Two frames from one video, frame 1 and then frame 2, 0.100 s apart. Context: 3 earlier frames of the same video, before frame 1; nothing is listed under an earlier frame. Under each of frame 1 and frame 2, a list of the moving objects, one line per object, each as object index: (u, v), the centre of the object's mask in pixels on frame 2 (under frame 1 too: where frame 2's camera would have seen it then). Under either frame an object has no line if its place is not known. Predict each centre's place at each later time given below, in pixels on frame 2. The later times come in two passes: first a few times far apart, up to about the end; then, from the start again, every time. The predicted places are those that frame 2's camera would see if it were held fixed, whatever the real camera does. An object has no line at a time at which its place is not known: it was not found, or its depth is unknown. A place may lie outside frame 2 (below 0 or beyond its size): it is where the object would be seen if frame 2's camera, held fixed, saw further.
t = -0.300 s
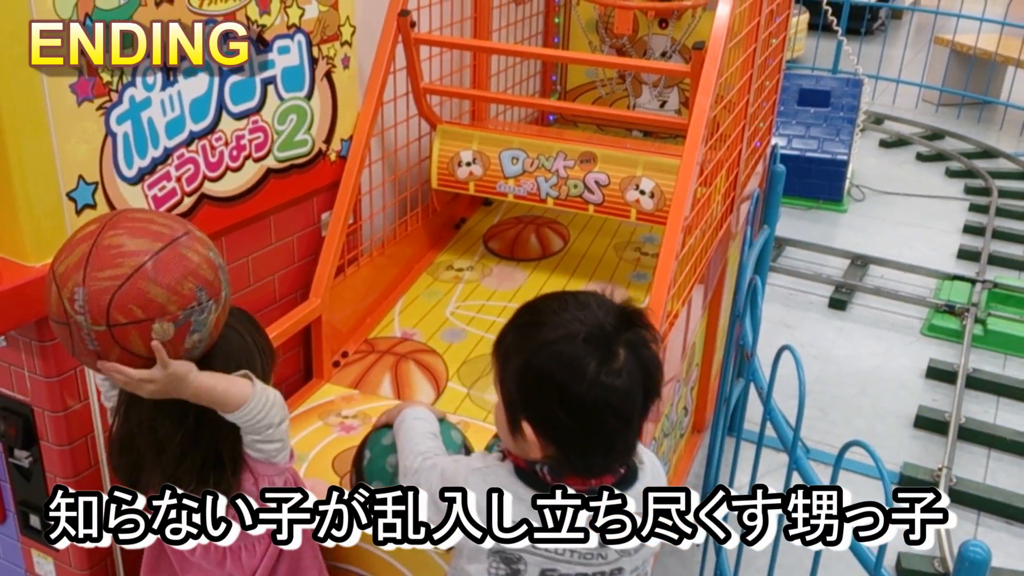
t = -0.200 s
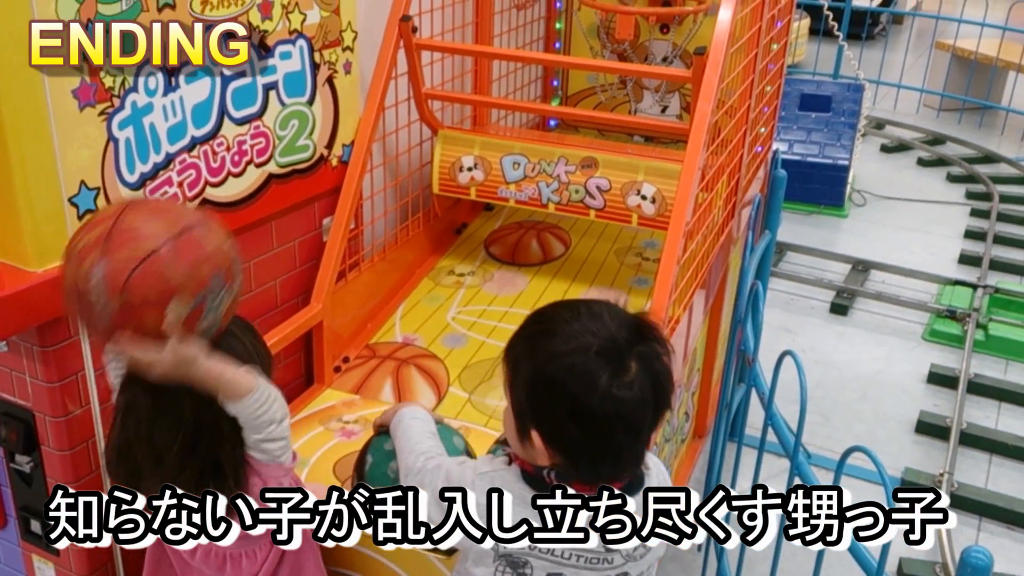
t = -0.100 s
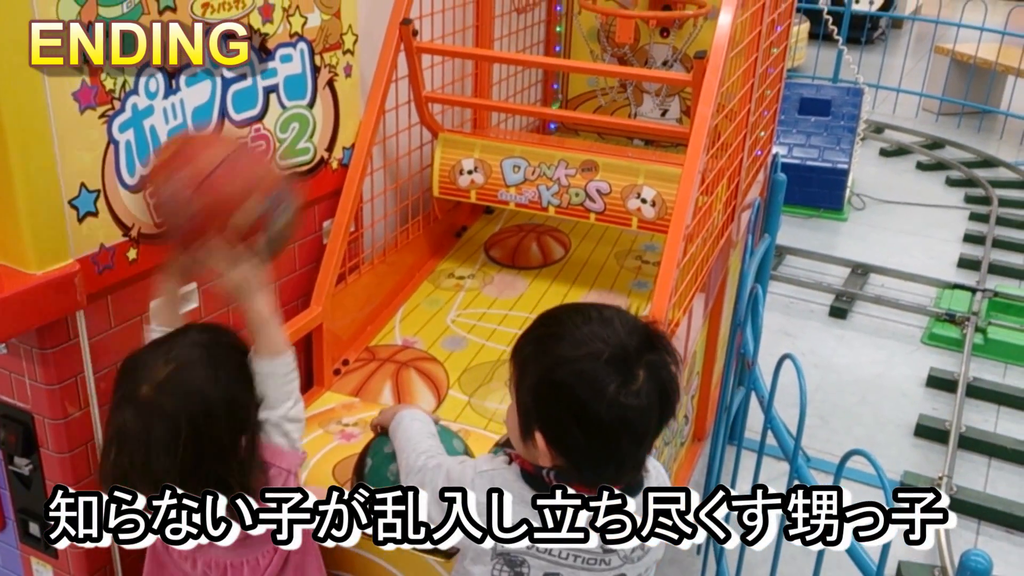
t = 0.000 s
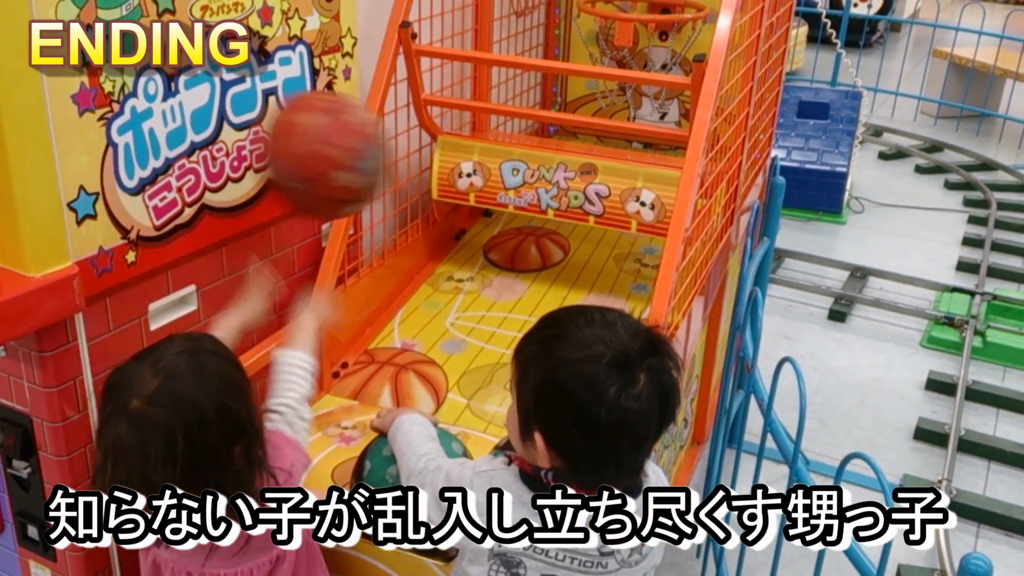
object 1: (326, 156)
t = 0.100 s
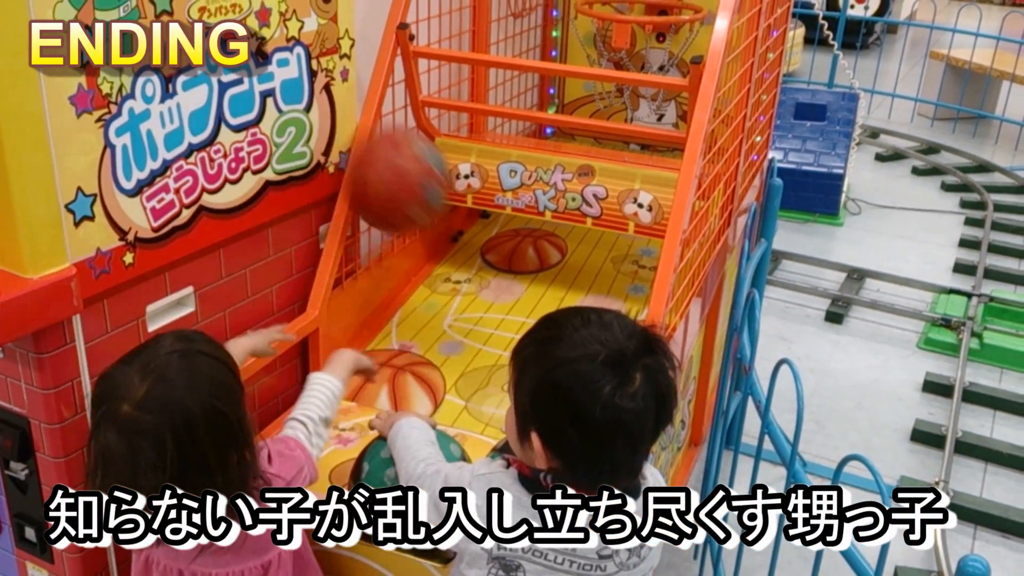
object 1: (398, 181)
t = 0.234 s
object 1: (442, 261)
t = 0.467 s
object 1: (421, 269)
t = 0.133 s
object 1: (419, 200)
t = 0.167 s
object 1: (435, 221)
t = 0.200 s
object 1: (442, 250)
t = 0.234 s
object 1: (442, 261)
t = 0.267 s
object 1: (436, 243)
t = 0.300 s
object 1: (434, 233)
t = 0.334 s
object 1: (431, 230)
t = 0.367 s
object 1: (429, 231)
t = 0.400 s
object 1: (426, 238)
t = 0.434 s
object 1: (424, 250)
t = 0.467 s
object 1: (421, 269)
